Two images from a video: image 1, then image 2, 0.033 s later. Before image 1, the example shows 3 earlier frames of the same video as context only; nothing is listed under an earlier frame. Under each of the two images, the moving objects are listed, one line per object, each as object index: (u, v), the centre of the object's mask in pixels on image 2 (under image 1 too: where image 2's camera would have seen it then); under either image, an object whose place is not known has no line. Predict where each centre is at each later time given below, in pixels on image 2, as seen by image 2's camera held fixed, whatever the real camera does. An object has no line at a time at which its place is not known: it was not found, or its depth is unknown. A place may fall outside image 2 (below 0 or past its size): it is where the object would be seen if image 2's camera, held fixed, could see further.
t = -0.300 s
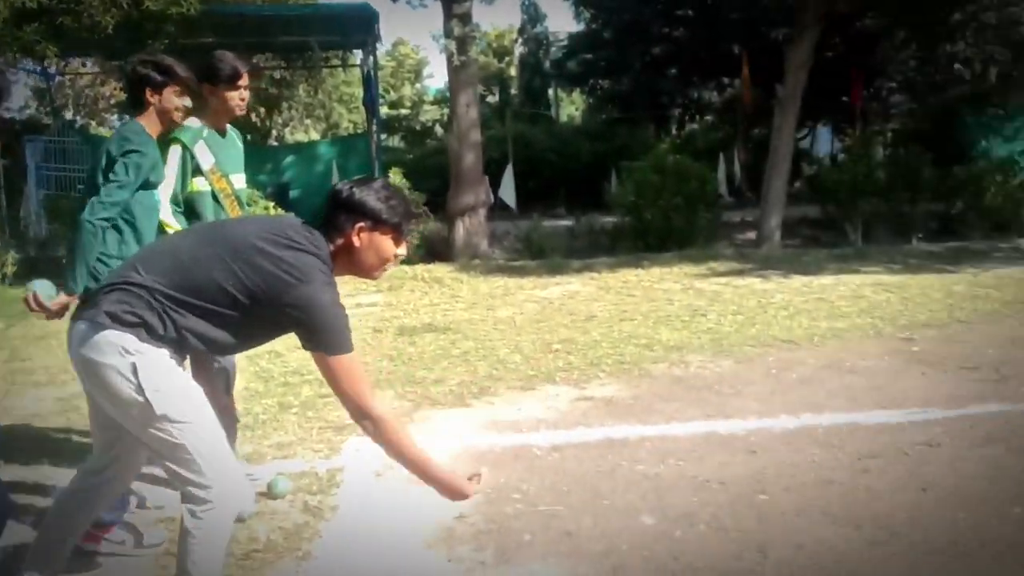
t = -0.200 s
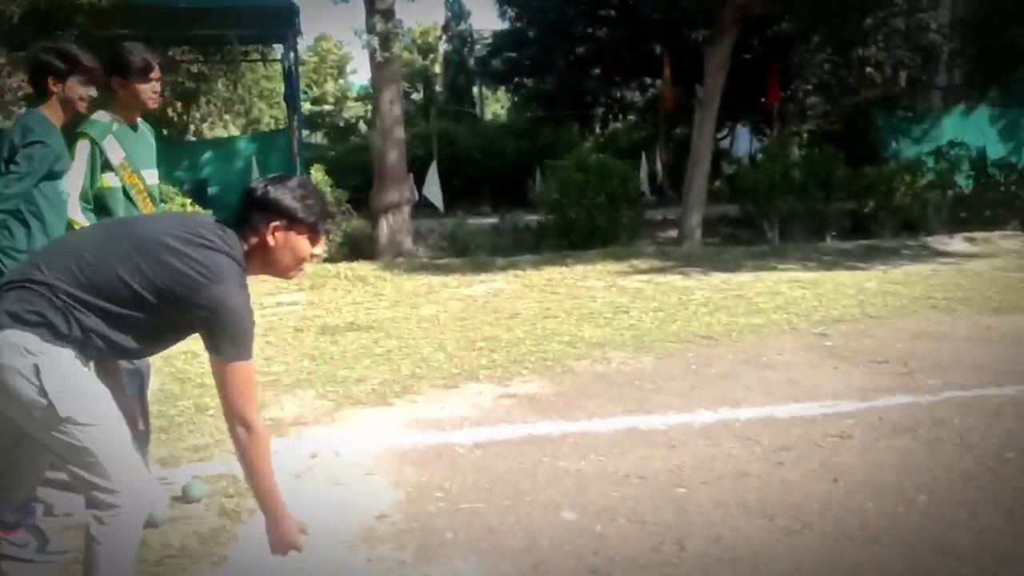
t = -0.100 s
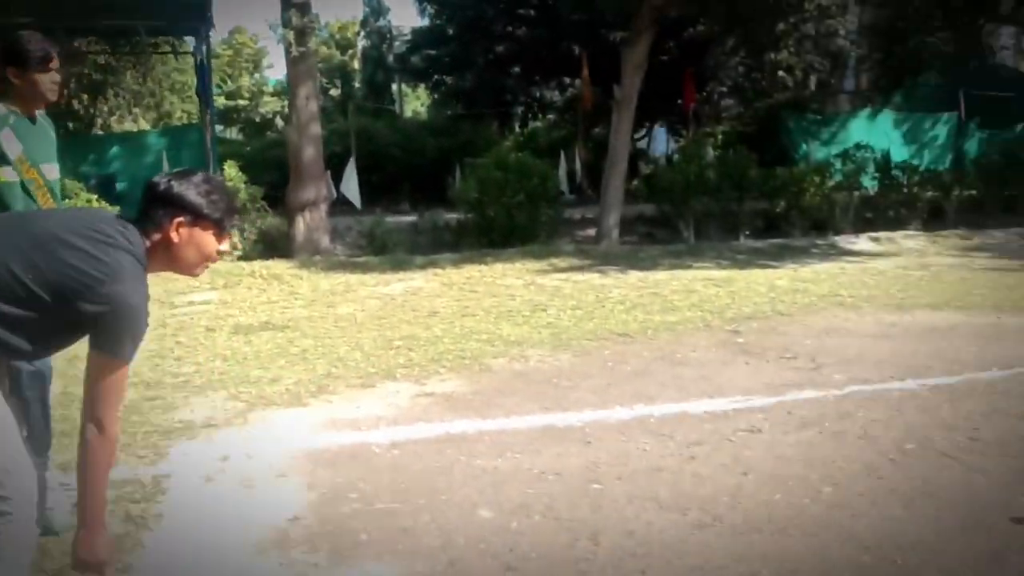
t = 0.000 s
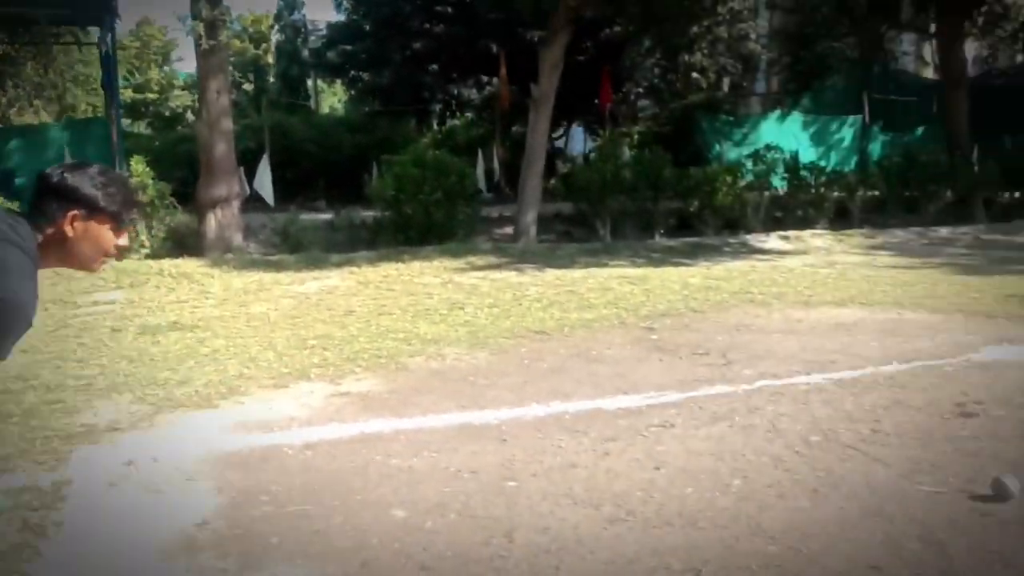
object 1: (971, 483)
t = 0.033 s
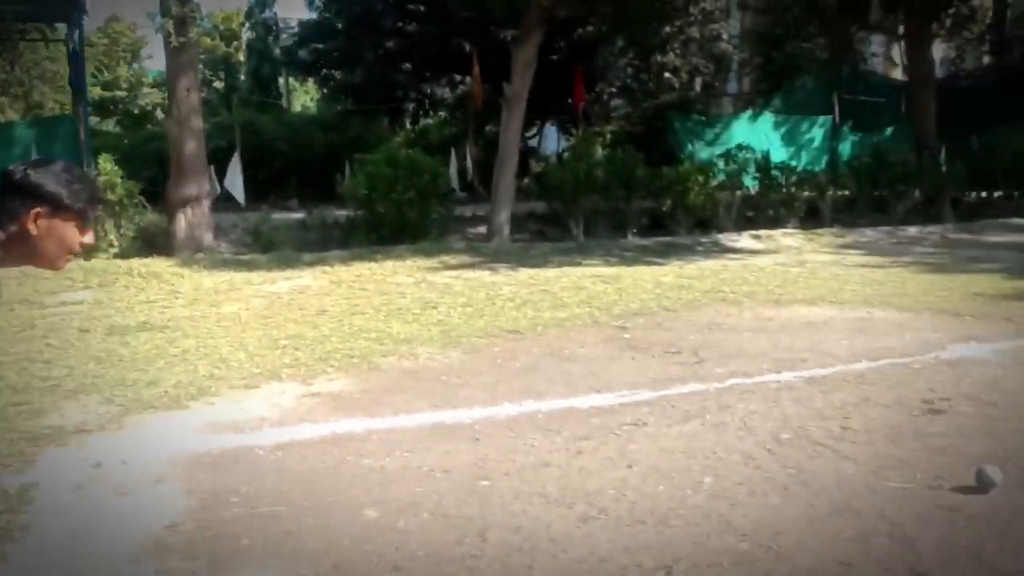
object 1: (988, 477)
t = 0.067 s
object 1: (1004, 475)
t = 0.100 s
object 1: (1020, 471)
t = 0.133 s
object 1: (1035, 468)
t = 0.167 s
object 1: (1049, 464)
